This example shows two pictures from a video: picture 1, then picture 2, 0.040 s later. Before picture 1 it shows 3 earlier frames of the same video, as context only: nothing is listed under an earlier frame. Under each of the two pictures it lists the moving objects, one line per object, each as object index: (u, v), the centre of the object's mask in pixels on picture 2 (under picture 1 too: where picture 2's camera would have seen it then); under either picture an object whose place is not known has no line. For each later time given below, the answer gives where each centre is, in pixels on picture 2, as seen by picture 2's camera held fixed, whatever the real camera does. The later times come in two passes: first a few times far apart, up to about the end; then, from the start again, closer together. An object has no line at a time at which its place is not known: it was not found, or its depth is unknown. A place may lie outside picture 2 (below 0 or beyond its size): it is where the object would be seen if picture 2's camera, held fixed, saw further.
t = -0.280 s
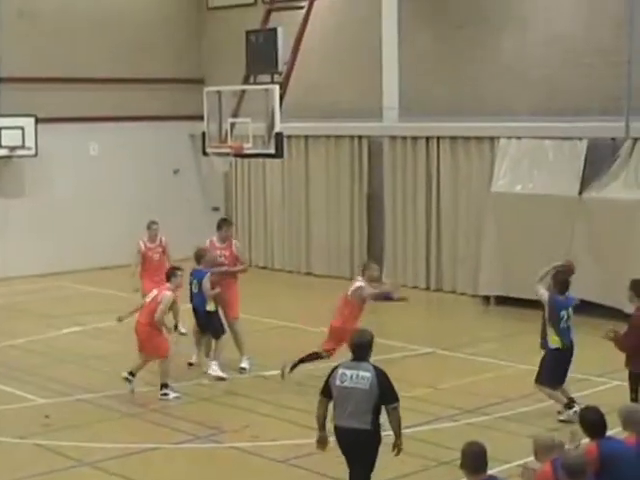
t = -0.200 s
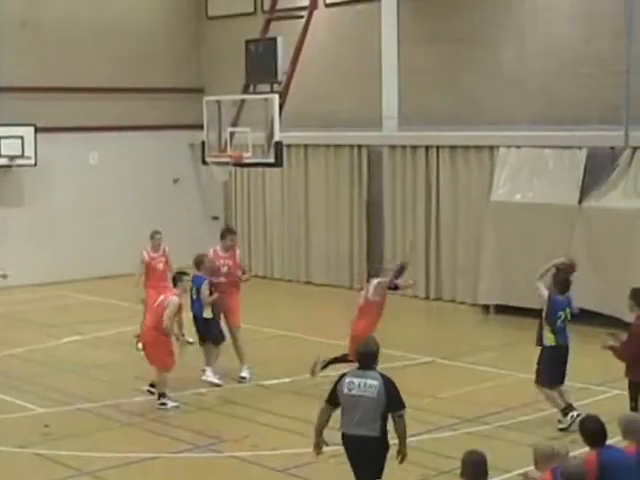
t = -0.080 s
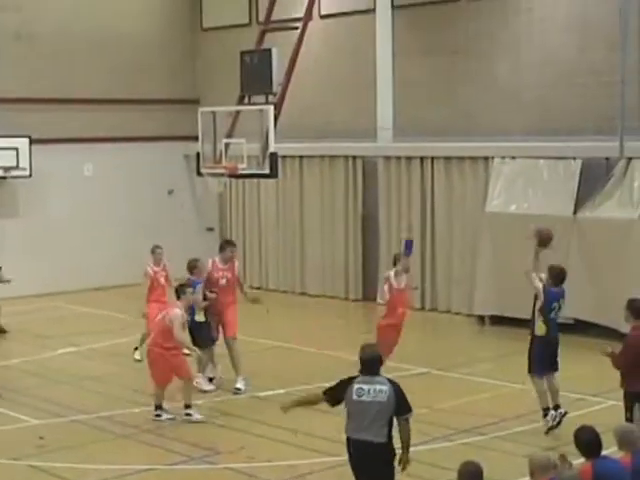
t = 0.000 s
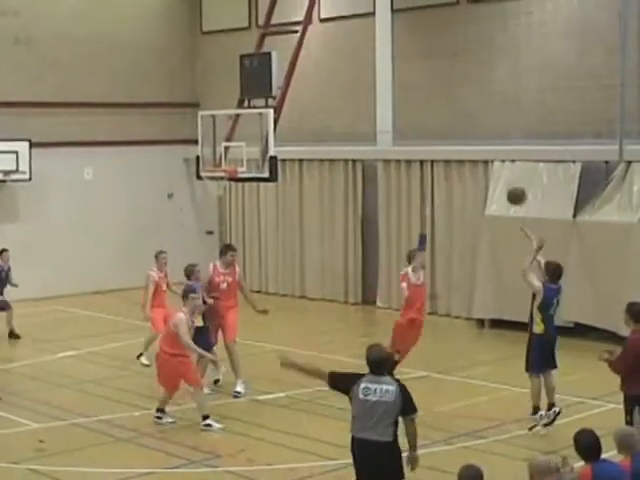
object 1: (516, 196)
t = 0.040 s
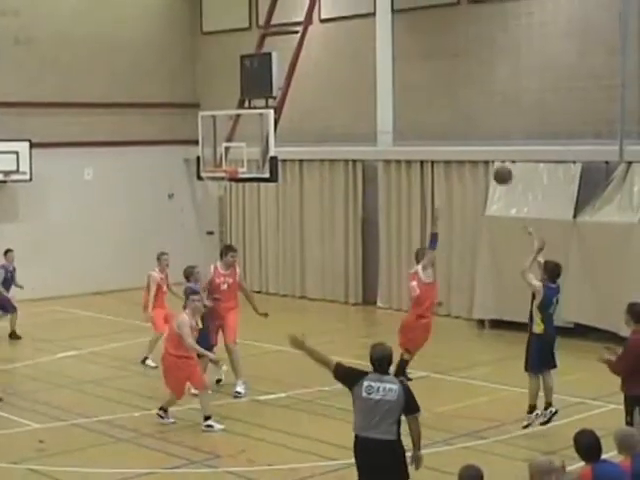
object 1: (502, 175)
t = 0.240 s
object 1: (437, 97)
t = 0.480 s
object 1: (368, 52)
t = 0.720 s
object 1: (309, 53)
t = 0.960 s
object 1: (258, 88)
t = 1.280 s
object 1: (211, 185)
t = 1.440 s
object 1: (225, 218)
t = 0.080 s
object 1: (489, 156)
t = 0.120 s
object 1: (475, 139)
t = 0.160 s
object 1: (462, 123)
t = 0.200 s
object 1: (449, 110)
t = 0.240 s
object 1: (437, 97)
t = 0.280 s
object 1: (425, 86)
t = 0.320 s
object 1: (413, 77)
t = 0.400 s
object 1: (391, 61)
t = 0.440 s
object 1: (379, 56)
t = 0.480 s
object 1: (368, 52)
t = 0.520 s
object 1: (358, 50)
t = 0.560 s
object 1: (348, 49)
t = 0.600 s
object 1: (338, 48)
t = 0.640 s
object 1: (328, 48)
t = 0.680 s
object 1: (319, 50)
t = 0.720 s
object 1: (309, 53)
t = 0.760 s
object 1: (302, 58)
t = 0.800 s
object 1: (291, 63)
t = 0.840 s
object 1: (282, 69)
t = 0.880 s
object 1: (275, 76)
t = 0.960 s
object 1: (258, 88)
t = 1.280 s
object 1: (211, 185)
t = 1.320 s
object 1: (214, 192)
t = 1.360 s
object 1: (218, 198)
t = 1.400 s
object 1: (221, 208)
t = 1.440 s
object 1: (225, 218)
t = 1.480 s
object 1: (227, 229)
